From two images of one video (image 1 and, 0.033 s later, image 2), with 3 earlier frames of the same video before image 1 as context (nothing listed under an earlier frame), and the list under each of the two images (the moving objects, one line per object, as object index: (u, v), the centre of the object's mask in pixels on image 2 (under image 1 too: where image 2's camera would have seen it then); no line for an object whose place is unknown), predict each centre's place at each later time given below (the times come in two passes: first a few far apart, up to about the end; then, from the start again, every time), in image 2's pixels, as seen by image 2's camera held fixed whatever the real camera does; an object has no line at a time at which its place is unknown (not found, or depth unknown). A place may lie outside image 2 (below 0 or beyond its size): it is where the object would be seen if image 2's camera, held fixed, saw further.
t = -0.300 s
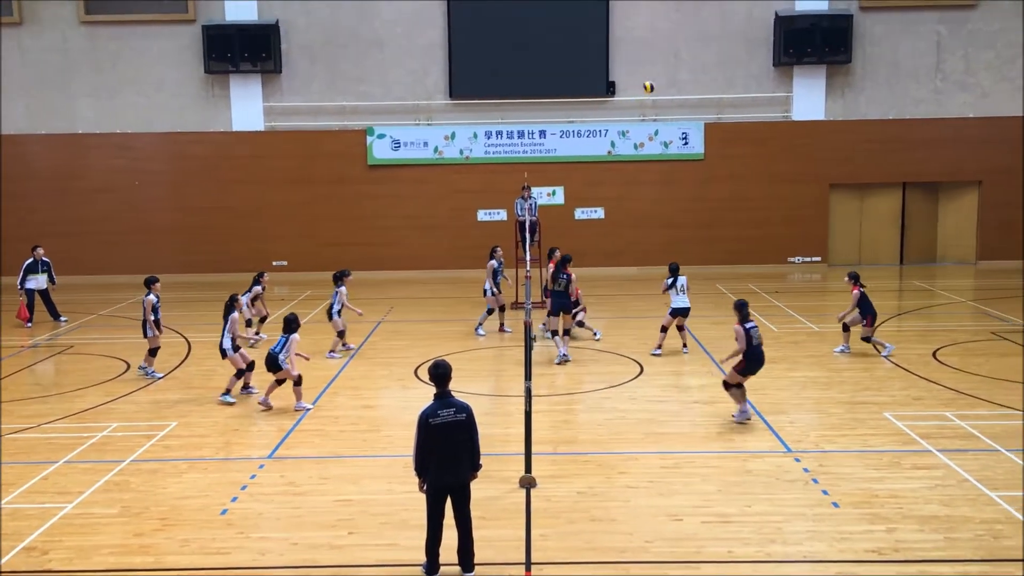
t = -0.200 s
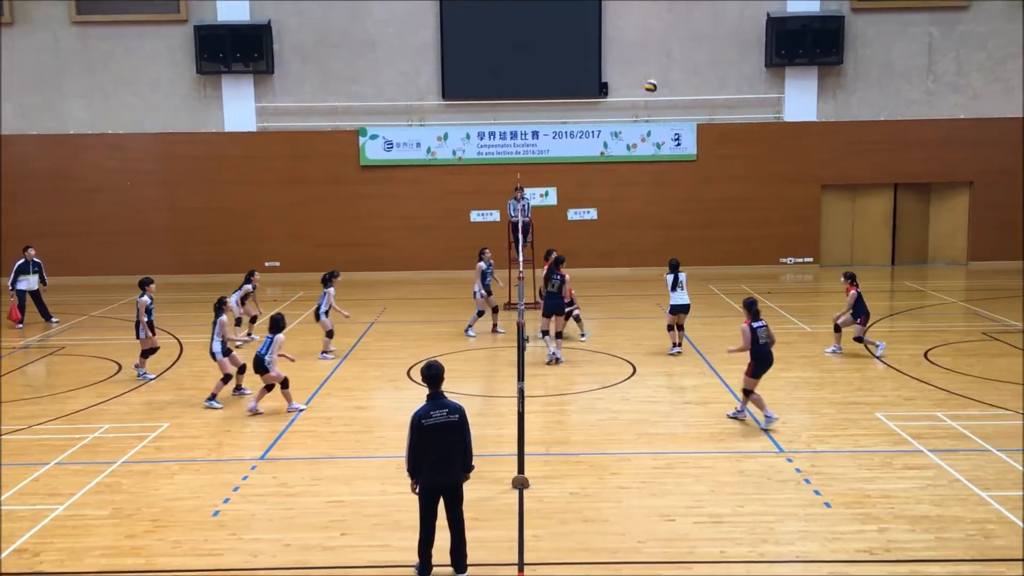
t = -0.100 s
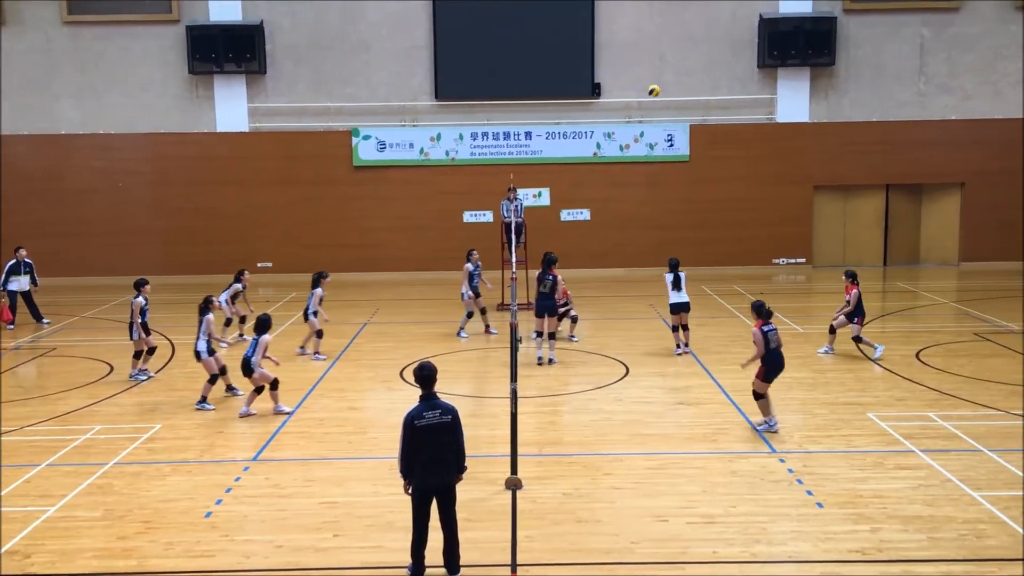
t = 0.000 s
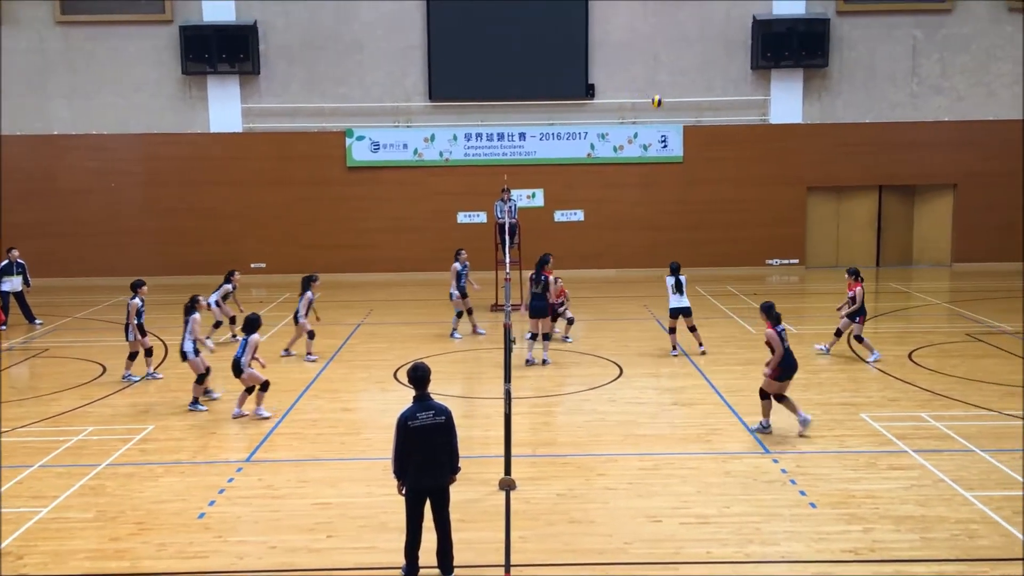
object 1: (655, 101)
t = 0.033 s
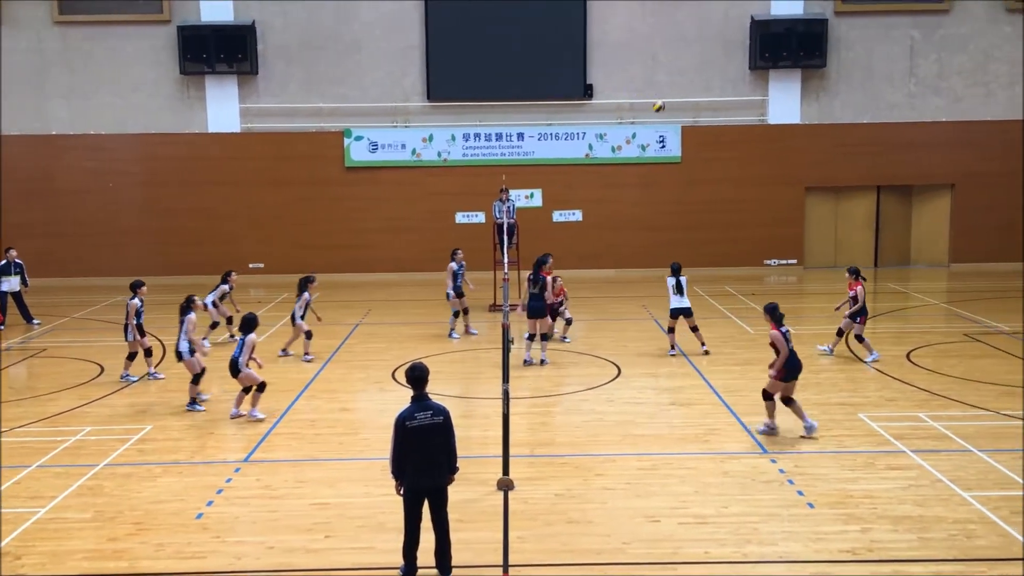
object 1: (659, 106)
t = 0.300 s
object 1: (681, 165)
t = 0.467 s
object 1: (696, 221)
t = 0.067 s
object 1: (661, 110)
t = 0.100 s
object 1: (664, 116)
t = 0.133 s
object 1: (667, 123)
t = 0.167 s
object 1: (670, 130)
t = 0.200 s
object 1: (673, 138)
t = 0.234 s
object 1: (676, 146)
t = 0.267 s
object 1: (679, 155)
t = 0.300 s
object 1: (681, 165)
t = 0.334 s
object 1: (683, 174)
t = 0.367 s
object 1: (687, 184)
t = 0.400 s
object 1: (690, 196)
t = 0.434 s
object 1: (693, 209)
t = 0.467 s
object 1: (696, 221)
